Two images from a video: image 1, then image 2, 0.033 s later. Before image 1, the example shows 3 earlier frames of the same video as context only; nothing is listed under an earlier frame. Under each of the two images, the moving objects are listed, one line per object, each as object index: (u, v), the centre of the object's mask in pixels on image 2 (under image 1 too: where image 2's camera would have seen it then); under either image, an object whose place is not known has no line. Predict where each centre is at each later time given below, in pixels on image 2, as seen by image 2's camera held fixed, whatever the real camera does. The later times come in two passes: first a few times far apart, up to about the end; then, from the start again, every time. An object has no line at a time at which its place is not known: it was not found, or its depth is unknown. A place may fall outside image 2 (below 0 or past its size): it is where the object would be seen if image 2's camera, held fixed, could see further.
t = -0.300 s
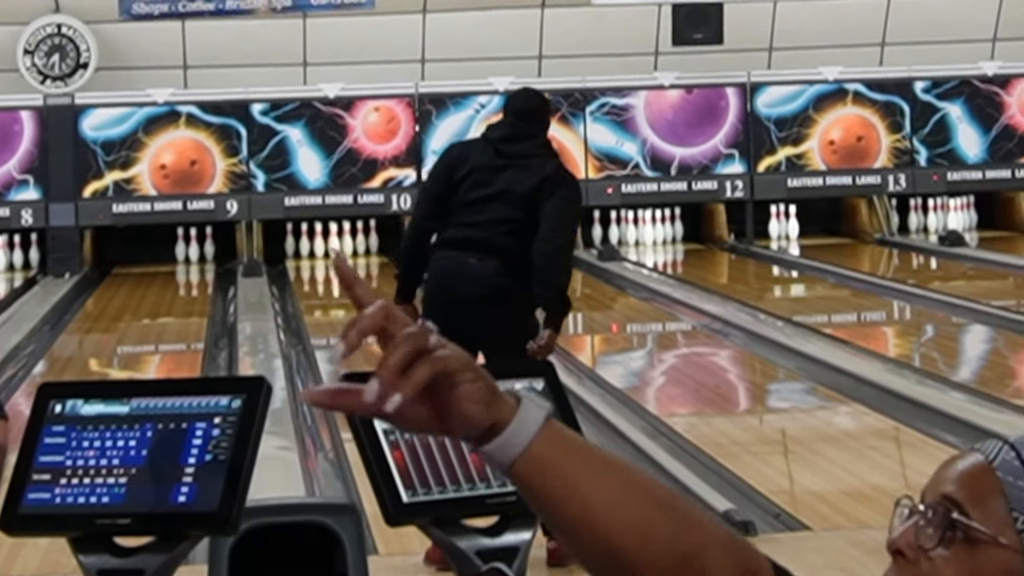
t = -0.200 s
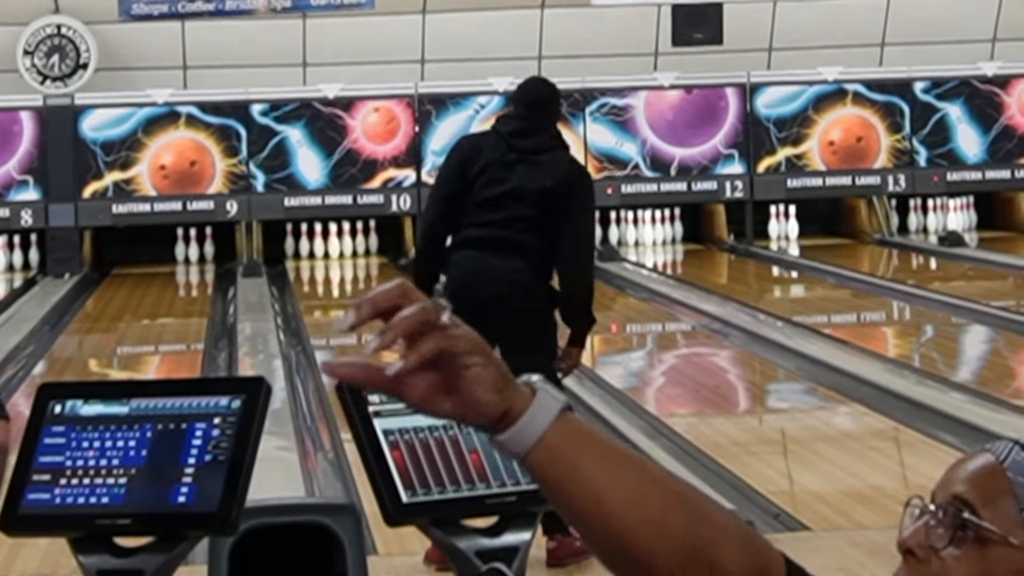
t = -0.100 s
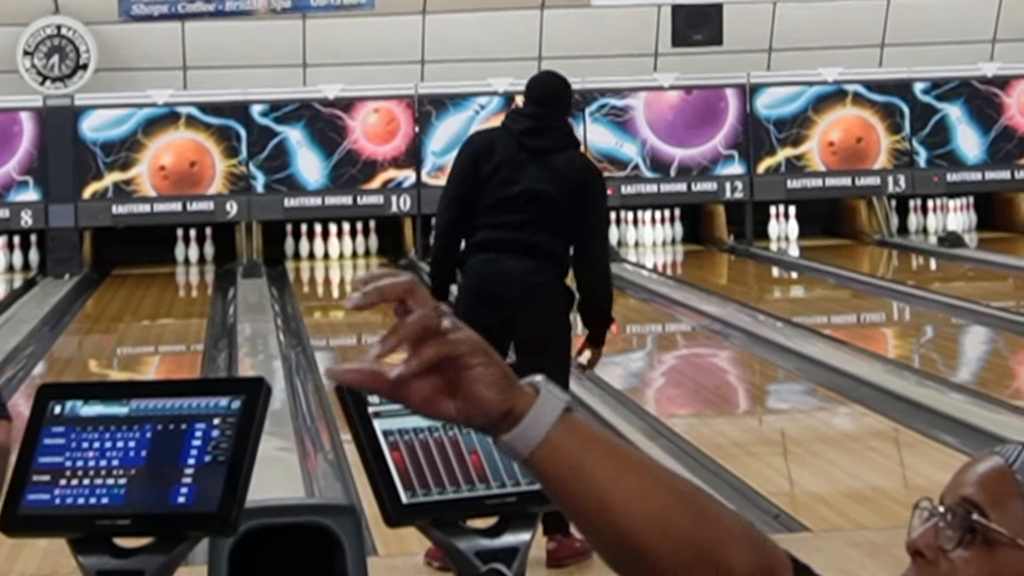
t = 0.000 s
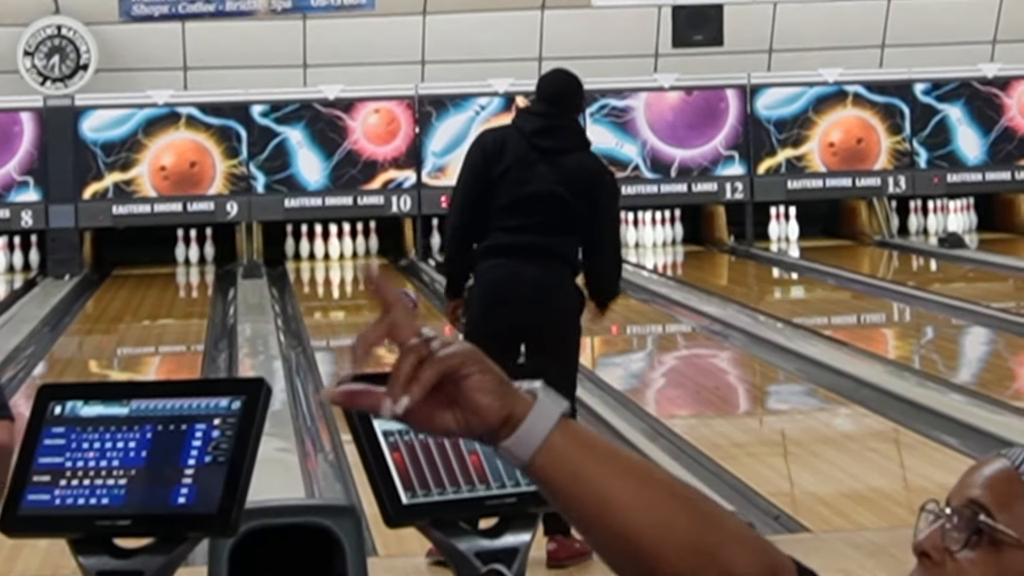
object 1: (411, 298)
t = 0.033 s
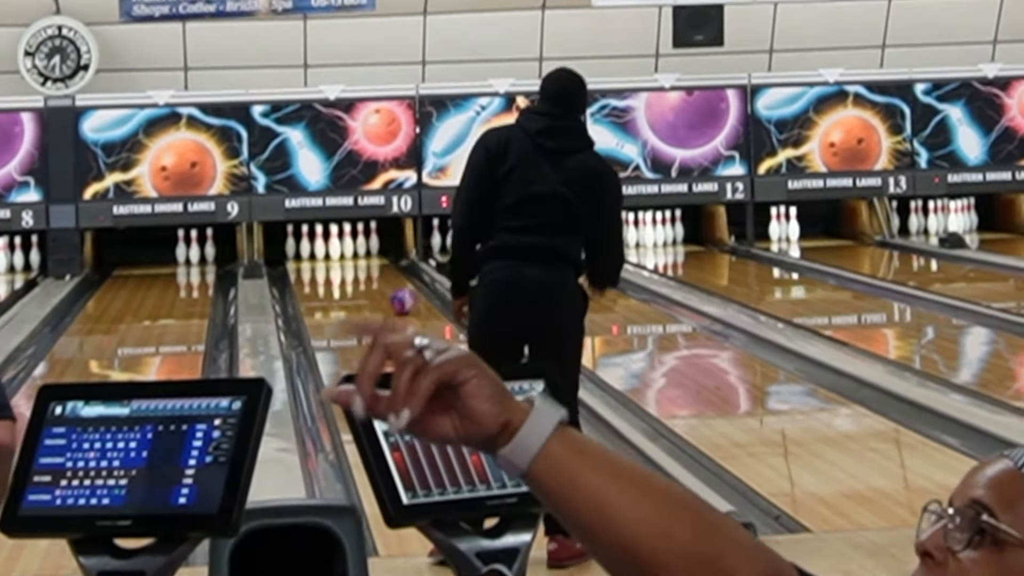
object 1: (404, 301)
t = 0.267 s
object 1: (395, 286)
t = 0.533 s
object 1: (383, 274)
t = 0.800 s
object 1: (364, 264)
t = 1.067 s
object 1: (340, 258)
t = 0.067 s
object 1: (403, 301)
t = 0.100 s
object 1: (401, 296)
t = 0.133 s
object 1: (398, 297)
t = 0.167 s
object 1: (400, 292)
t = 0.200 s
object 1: (398, 292)
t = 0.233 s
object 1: (396, 287)
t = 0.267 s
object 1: (395, 286)
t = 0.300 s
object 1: (393, 284)
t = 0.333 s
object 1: (392, 283)
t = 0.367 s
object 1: (391, 281)
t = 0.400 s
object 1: (389, 280)
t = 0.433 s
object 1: (387, 278)
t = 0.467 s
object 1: (386, 276)
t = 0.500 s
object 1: (385, 275)
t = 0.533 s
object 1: (383, 274)
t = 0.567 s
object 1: (381, 273)
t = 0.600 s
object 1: (379, 272)
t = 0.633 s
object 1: (376, 271)
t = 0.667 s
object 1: (375, 270)
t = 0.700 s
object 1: (372, 269)
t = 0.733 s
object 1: (370, 268)
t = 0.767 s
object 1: (368, 266)
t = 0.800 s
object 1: (364, 264)
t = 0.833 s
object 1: (362, 265)
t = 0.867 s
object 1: (358, 263)
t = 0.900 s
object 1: (356, 262)
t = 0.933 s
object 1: (353, 261)
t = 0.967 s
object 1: (350, 260)
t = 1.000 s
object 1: (346, 259)
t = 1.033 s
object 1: (343, 256)
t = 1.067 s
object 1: (340, 258)
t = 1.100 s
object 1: (338, 256)
